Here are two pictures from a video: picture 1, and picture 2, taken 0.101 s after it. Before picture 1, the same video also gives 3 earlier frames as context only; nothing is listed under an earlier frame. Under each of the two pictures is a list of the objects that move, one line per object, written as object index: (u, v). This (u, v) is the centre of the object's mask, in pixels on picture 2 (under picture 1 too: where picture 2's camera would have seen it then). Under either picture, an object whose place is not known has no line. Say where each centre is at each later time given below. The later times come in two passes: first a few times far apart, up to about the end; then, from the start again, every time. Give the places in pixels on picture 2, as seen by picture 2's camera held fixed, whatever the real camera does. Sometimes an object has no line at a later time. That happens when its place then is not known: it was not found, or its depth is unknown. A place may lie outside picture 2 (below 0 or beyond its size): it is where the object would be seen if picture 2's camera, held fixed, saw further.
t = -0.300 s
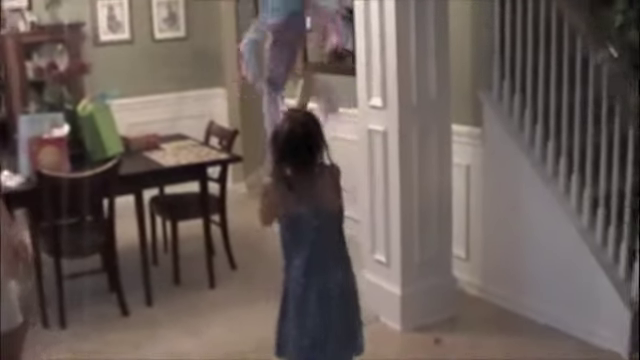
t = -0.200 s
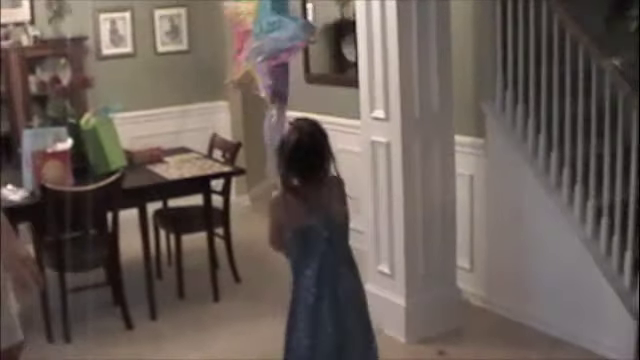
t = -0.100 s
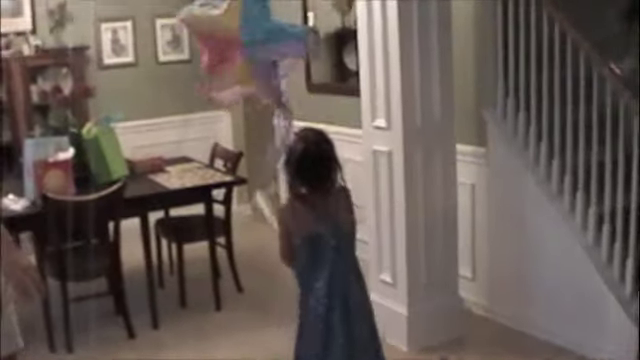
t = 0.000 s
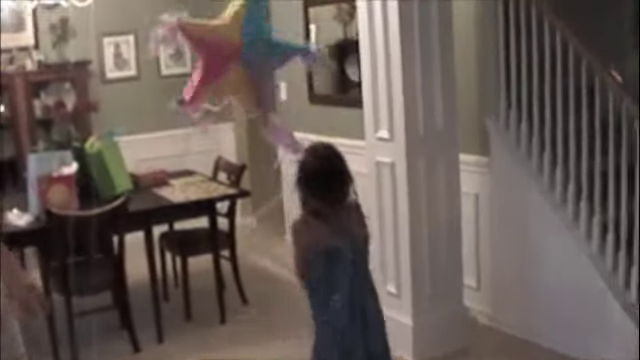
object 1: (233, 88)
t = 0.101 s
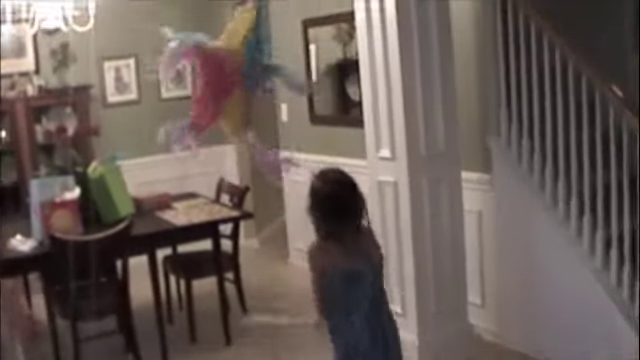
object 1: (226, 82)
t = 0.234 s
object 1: (226, 94)
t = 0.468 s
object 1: (251, 89)
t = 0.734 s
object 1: (277, 96)
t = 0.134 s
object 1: (221, 80)
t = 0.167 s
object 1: (221, 83)
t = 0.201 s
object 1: (219, 87)
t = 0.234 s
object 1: (226, 94)
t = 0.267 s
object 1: (231, 93)
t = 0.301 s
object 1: (235, 93)
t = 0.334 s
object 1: (239, 93)
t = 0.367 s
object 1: (239, 95)
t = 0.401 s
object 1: (240, 95)
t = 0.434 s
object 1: (245, 94)
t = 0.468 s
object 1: (251, 89)
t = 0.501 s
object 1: (253, 90)
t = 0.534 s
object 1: (254, 90)
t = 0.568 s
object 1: (256, 92)
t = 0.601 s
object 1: (259, 91)
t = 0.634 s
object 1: (260, 91)
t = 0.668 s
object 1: (265, 95)
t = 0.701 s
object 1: (272, 94)
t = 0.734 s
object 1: (277, 96)
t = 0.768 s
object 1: (282, 98)
